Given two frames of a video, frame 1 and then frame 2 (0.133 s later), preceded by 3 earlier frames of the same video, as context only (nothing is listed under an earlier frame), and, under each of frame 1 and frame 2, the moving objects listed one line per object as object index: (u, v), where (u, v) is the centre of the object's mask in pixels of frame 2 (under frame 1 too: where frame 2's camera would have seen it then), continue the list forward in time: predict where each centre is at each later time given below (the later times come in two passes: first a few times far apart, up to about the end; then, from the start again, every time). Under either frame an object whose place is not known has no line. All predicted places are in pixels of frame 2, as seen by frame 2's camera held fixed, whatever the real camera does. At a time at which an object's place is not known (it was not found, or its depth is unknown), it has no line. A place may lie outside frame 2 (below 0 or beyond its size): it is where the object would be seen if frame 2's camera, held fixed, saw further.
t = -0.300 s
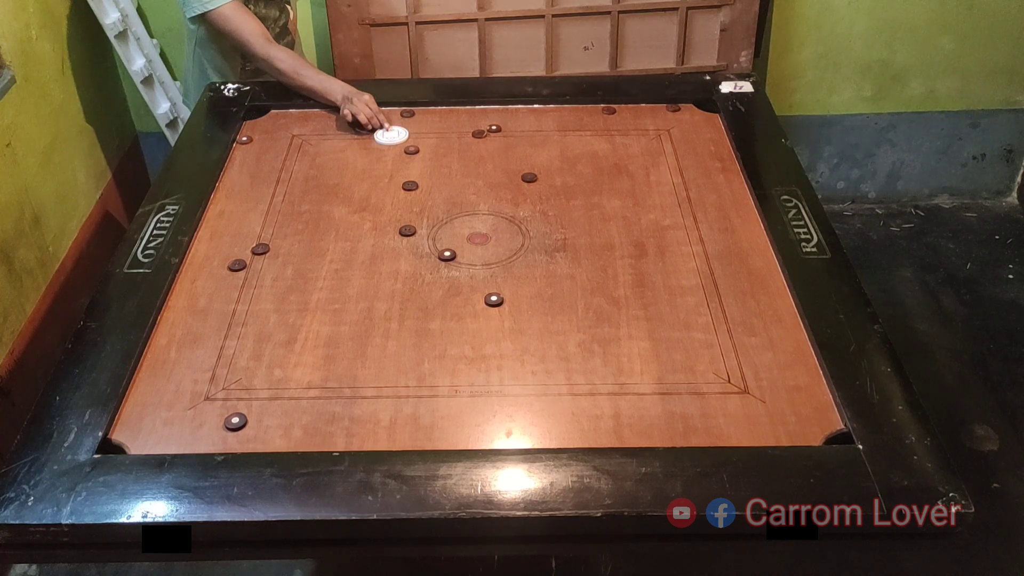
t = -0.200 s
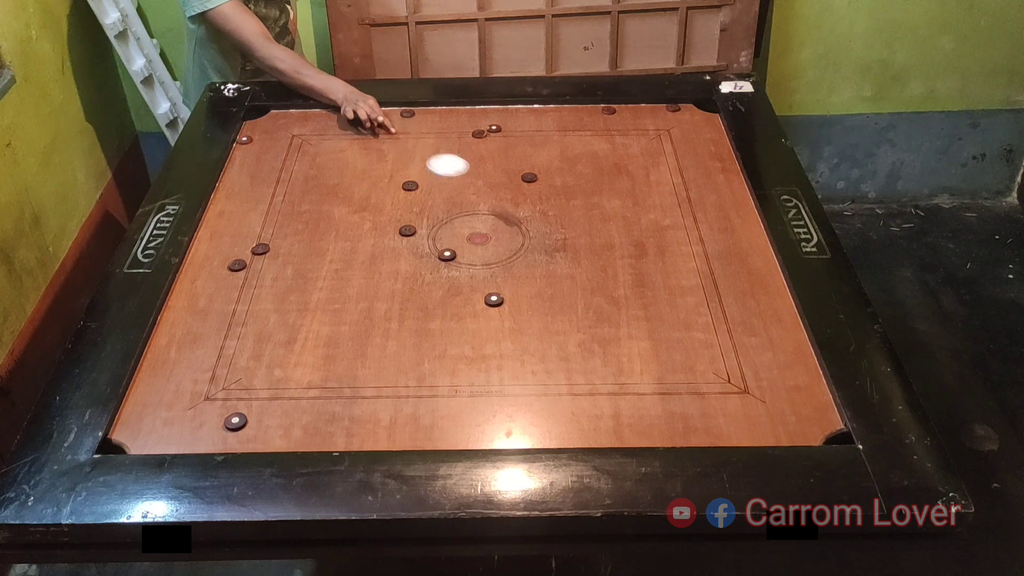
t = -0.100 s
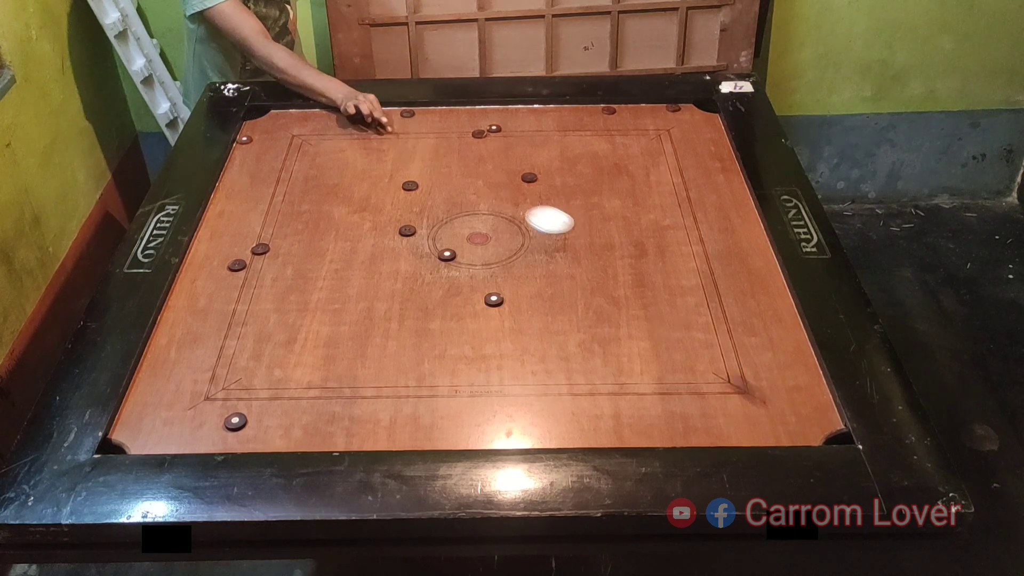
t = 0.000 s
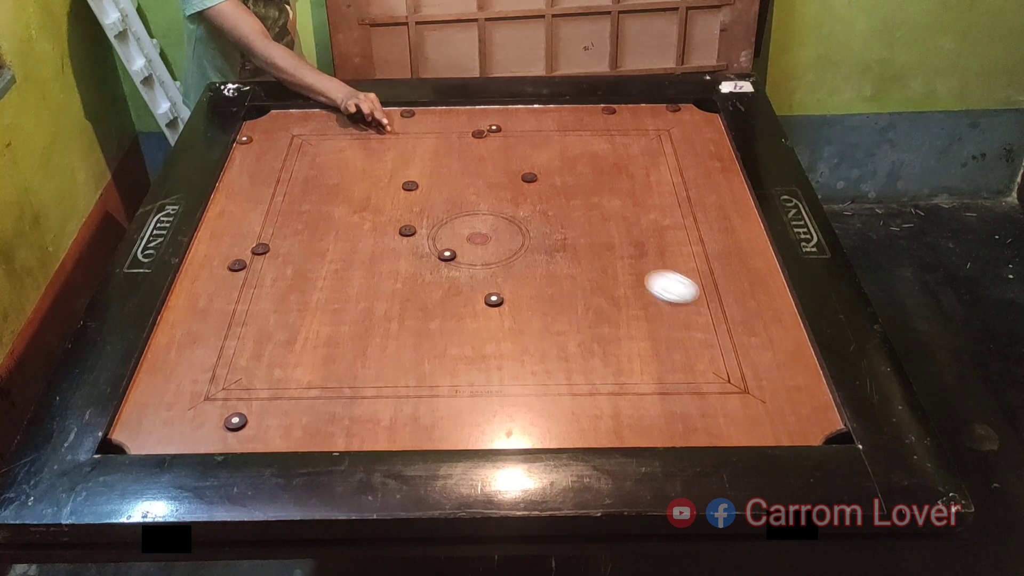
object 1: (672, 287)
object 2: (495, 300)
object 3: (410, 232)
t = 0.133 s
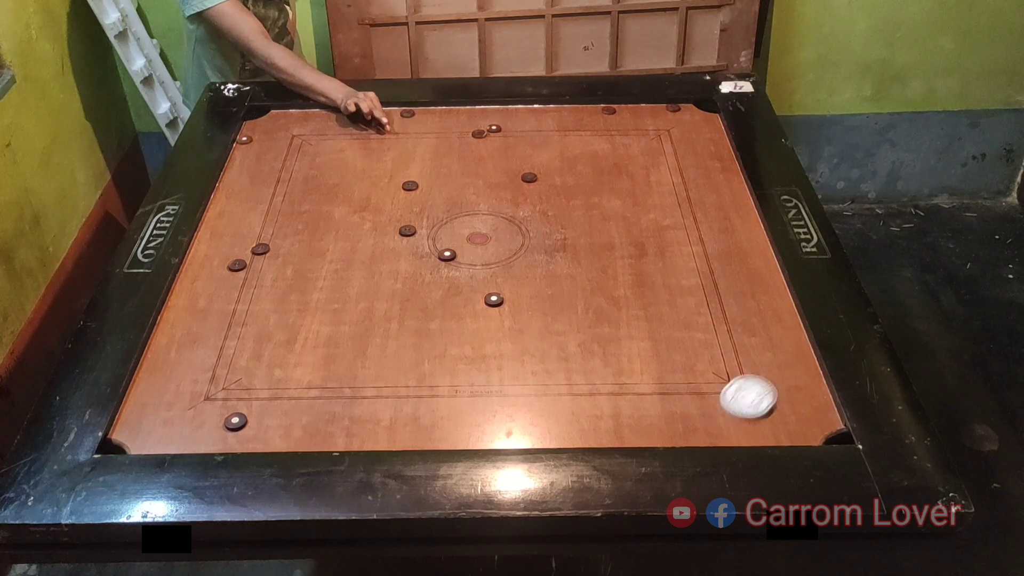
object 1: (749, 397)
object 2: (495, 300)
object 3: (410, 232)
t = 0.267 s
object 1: (609, 368)
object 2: (495, 300)
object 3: (410, 232)
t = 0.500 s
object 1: (446, 261)
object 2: (308, 221)
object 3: (409, 232)
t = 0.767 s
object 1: (349, 204)
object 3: (241, 199)
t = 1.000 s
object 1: (292, 161)
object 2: (468, 113)
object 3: (224, 190)
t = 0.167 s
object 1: (719, 427)
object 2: (495, 300)
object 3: (410, 233)
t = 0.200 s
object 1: (681, 413)
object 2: (495, 300)
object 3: (410, 233)
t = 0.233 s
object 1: (644, 390)
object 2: (495, 300)
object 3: (410, 232)
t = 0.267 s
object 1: (609, 368)
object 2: (495, 300)
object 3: (410, 232)
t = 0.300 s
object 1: (577, 348)
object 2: (495, 300)
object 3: (410, 233)
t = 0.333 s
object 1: (546, 328)
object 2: (495, 300)
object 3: (410, 232)
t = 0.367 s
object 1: (517, 310)
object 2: (488, 298)
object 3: (410, 232)
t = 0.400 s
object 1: (497, 296)
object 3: (410, 233)
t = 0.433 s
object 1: (478, 283)
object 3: (410, 232)
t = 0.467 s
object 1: (460, 270)
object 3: (410, 232)
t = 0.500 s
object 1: (446, 261)
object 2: (308, 221)
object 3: (409, 232)
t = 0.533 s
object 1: (432, 254)
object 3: (389, 228)
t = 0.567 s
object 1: (420, 246)
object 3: (366, 223)
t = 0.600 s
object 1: (407, 238)
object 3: (343, 219)
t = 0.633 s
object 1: (395, 231)
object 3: (321, 215)
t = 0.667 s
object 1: (383, 224)
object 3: (301, 211)
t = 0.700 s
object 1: (371, 217)
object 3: (280, 206)
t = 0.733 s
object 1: (360, 210)
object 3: (259, 203)
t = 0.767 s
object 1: (349, 204)
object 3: (241, 199)
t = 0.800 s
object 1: (338, 198)
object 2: (451, 116)
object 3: (221, 196)
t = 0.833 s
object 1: (327, 192)
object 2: (465, 114)
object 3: (236, 192)
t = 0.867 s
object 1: (317, 186)
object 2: (469, 117)
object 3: (252, 188)
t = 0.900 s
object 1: (307, 180)
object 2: (469, 116)
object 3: (268, 183)
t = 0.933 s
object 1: (300, 173)
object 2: (469, 115)
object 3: (263, 183)
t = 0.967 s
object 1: (296, 167)
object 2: (468, 114)
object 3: (240, 187)
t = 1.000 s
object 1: (292, 161)
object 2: (468, 113)
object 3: (224, 190)
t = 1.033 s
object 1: (288, 155)
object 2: (467, 112)
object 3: (244, 190)
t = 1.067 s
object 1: (284, 149)
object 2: (466, 111)
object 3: (260, 191)
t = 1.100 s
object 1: (280, 145)
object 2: (465, 111)
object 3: (277, 192)
